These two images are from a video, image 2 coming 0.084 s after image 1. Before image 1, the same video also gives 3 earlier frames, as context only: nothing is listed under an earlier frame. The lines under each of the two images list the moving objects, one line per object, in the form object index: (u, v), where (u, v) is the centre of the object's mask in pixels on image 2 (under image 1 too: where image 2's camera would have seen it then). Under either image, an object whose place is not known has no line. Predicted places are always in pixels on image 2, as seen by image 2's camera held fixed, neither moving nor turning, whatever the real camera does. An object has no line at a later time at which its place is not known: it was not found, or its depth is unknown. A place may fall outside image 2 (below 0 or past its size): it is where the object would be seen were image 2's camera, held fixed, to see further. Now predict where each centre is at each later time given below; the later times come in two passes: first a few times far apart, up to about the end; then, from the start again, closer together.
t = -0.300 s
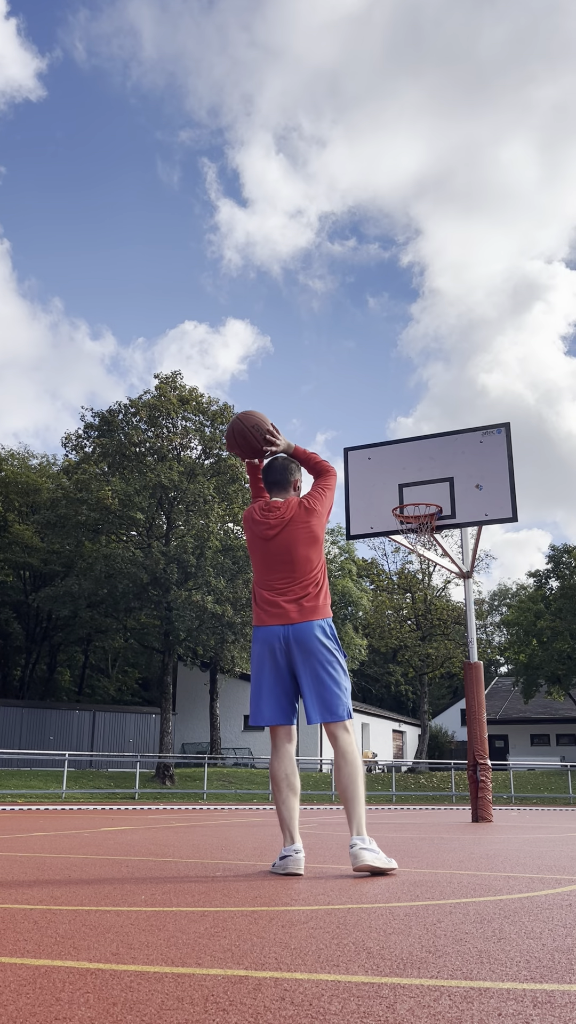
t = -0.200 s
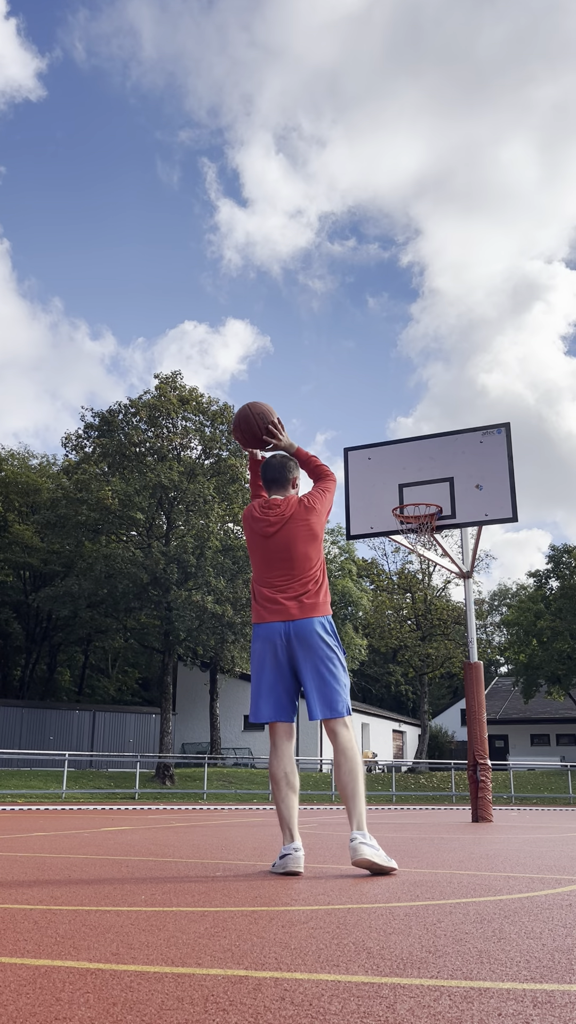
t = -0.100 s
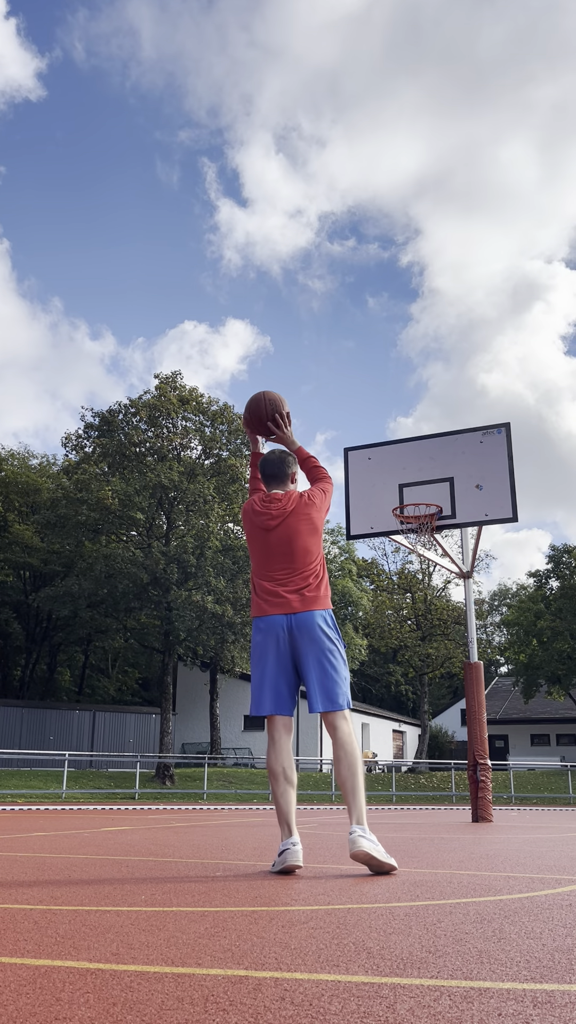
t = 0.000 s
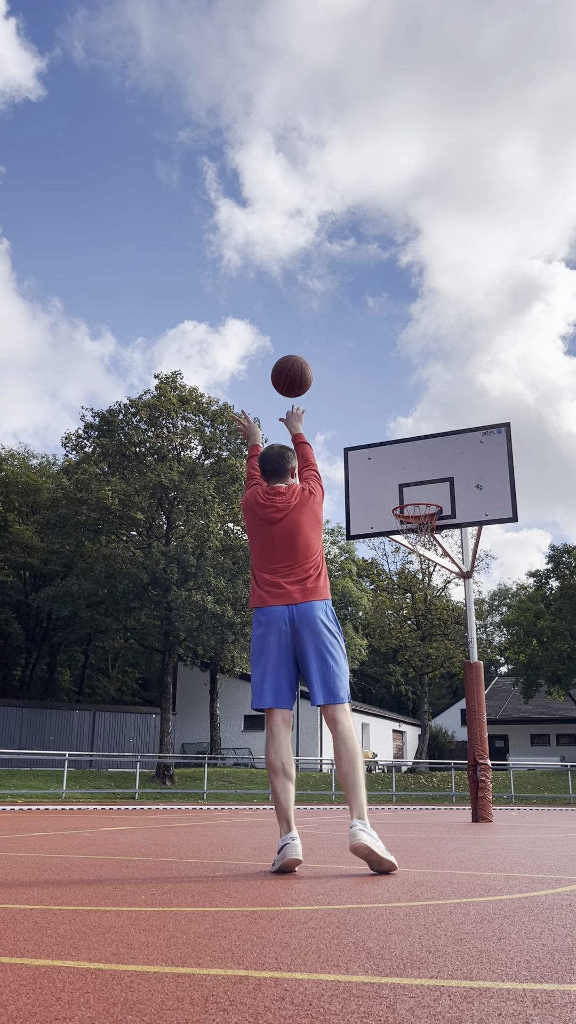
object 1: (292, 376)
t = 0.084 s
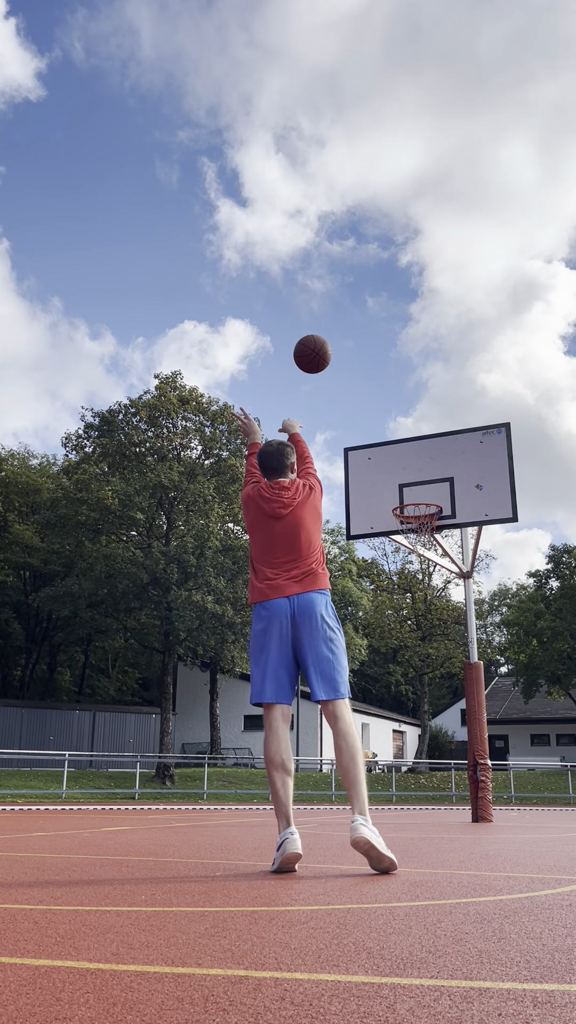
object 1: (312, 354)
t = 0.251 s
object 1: (344, 345)
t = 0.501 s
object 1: (379, 390)
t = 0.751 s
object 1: (405, 479)
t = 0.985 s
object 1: (422, 543)
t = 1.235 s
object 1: (434, 599)
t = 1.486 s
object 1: (449, 734)
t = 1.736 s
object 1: (466, 739)
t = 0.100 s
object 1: (316, 351)
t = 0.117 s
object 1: (320, 349)
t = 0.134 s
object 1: (323, 347)
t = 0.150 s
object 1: (326, 345)
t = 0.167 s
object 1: (329, 345)
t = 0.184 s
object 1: (333, 344)
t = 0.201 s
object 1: (336, 344)
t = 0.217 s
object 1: (339, 344)
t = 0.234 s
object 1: (341, 345)
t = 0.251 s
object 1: (344, 345)
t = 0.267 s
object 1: (347, 347)
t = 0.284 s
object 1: (349, 348)
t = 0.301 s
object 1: (352, 350)
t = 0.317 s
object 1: (355, 352)
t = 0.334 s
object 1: (357, 354)
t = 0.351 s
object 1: (359, 357)
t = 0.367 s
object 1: (362, 360)
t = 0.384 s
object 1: (364, 363)
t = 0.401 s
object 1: (366, 366)
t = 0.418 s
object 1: (368, 369)
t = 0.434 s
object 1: (371, 373)
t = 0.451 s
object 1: (373, 377)
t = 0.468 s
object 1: (375, 381)
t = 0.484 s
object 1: (377, 385)
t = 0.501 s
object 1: (379, 390)
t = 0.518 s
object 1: (380, 395)
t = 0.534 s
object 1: (382, 400)
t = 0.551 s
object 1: (384, 405)
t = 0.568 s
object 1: (386, 410)
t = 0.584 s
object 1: (388, 415)
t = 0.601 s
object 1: (390, 421)
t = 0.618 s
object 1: (392, 427)
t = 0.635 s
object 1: (393, 432)
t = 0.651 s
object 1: (395, 439)
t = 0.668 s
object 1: (397, 445)
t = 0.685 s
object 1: (398, 451)
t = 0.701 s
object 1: (400, 458)
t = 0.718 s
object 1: (402, 465)
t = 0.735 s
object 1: (403, 471)
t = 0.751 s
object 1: (405, 479)
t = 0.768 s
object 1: (406, 486)
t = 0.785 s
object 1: (408, 493)
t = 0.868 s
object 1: (416, 529)
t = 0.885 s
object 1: (418, 534)
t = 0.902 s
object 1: (419, 540)
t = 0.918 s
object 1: (419, 539)
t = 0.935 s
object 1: (421, 539)
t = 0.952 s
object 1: (421, 540)
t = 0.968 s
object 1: (422, 541)
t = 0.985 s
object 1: (422, 543)
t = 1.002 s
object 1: (423, 544)
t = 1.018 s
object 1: (424, 546)
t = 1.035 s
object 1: (424, 548)
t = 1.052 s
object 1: (425, 551)
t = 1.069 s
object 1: (426, 553)
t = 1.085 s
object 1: (426, 557)
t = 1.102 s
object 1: (427, 560)
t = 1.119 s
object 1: (428, 564)
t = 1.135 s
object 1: (428, 568)
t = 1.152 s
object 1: (429, 572)
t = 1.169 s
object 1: (430, 577)
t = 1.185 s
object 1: (431, 582)
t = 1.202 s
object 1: (432, 587)
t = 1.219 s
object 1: (433, 593)
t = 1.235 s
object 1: (434, 599)
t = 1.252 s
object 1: (435, 605)
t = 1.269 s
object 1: (435, 611)
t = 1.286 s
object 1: (436, 618)
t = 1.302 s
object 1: (438, 626)
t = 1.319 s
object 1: (438, 634)
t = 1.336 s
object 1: (439, 642)
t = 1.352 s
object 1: (440, 650)
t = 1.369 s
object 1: (441, 659)
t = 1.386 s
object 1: (442, 668)
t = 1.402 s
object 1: (444, 678)
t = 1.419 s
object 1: (445, 688)
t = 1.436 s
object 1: (446, 699)
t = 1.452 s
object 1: (447, 710)
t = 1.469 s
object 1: (448, 721)
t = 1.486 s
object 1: (449, 734)
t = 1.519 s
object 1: (452, 759)
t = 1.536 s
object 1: (453, 772)
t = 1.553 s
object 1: (455, 786)
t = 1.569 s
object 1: (456, 801)
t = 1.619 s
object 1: (460, 805)
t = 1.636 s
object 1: (460, 794)
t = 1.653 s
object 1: (461, 784)
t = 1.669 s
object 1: (462, 774)
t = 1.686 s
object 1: (463, 765)
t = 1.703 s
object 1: (464, 756)
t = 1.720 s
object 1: (465, 747)
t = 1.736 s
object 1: (466, 739)
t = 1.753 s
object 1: (467, 730)
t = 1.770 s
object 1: (468, 723)
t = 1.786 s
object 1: (469, 716)
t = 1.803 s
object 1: (470, 709)
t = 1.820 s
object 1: (471, 702)
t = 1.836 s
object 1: (472, 696)
